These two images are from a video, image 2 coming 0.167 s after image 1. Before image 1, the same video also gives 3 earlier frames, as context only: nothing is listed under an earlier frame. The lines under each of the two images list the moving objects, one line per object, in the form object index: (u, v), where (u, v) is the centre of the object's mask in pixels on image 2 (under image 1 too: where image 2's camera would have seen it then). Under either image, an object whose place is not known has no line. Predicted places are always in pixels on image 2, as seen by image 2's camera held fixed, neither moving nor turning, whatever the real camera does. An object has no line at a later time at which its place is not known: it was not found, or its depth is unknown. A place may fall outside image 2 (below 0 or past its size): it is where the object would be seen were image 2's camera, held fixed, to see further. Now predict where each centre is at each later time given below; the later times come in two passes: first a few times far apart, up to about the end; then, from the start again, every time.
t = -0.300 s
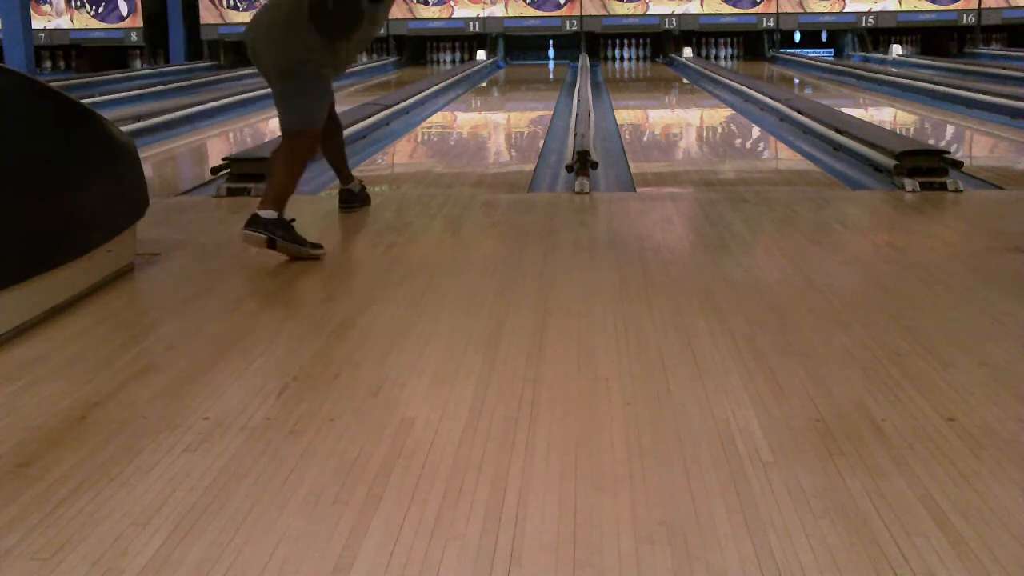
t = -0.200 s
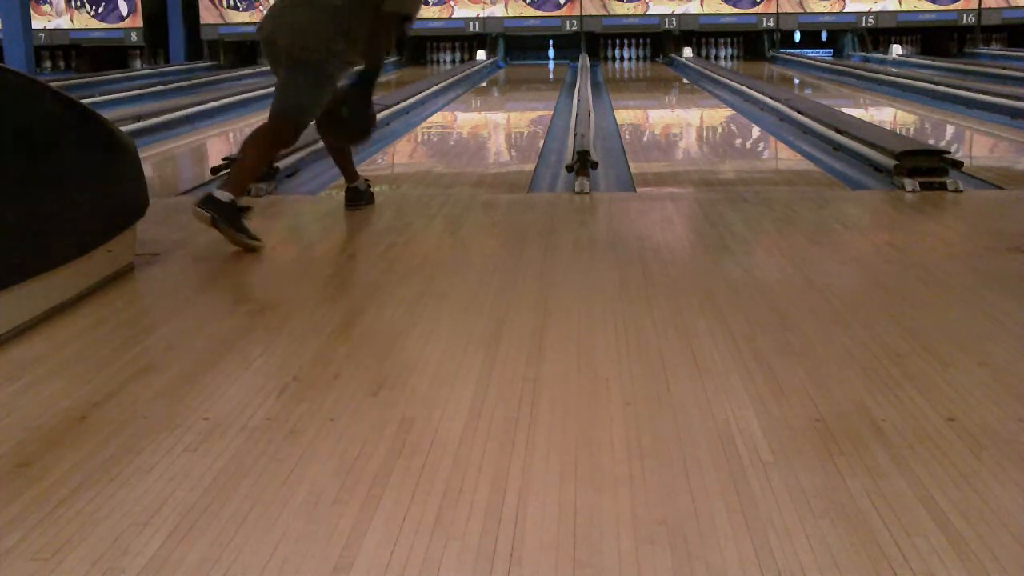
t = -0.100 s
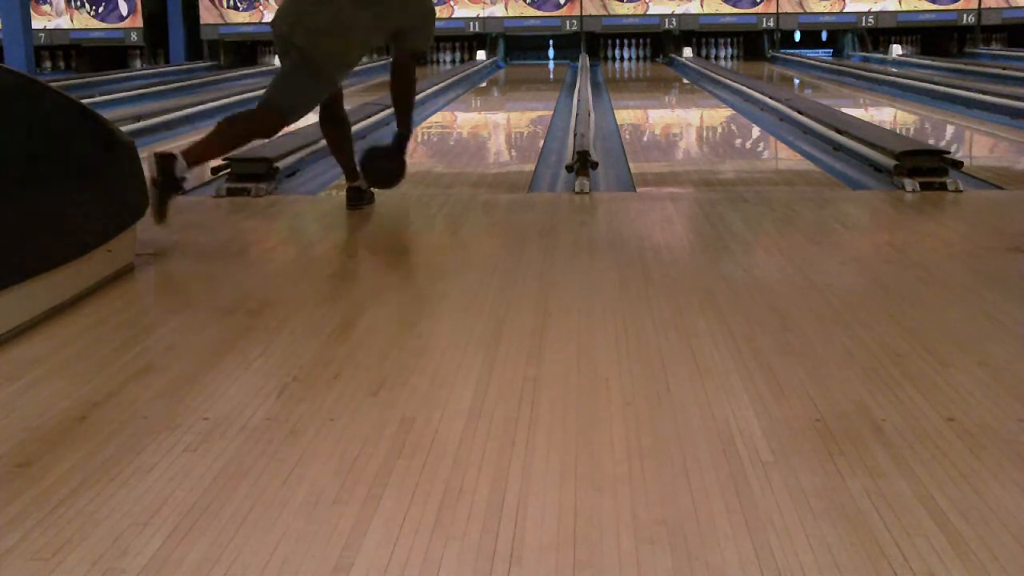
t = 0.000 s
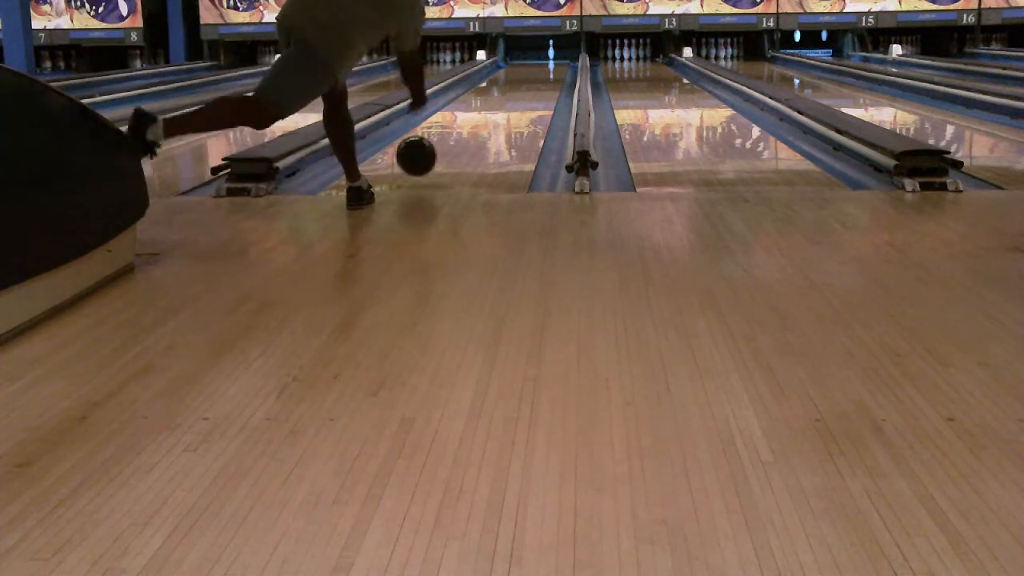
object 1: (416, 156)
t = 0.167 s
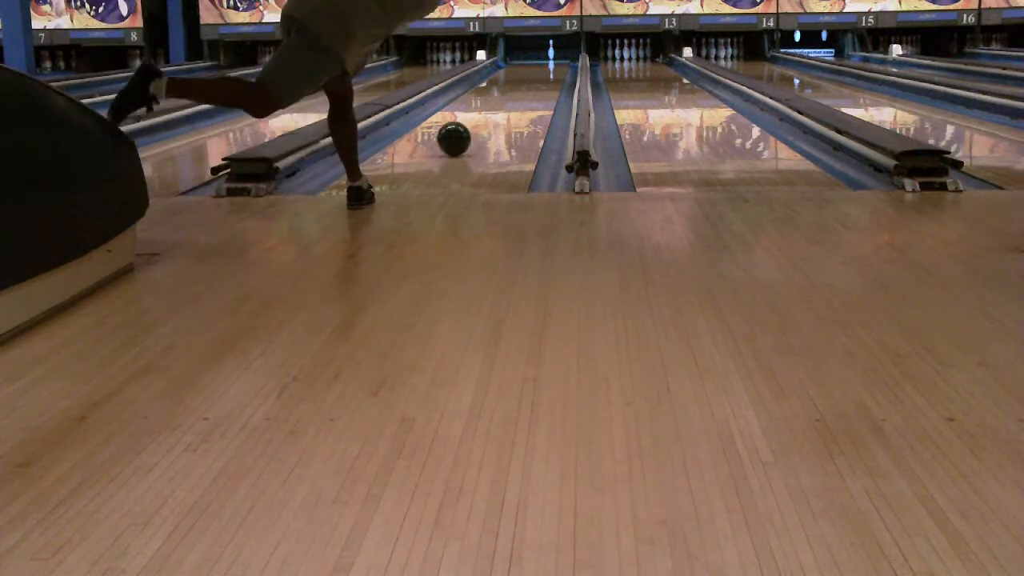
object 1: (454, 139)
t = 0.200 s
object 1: (459, 135)
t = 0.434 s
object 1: (492, 112)
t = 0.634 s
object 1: (511, 99)
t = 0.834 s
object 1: (525, 88)
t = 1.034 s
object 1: (536, 80)
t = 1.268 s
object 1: (545, 73)
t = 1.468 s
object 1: (550, 69)
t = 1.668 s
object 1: (554, 64)
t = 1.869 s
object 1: (555, 61)
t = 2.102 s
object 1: (553, 58)
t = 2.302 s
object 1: (550, 55)
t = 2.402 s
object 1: (553, 55)
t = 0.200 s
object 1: (459, 135)
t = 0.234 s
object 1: (465, 131)
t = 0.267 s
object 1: (470, 127)
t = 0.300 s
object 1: (475, 124)
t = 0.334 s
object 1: (480, 120)
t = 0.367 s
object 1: (484, 117)
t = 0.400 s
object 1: (488, 114)
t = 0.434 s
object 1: (492, 112)
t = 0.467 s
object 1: (496, 109)
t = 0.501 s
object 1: (499, 107)
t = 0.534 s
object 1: (502, 104)
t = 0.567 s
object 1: (505, 102)
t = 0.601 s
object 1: (508, 100)
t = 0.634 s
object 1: (511, 99)
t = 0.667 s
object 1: (513, 96)
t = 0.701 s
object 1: (516, 95)
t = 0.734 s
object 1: (519, 93)
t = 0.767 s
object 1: (521, 92)
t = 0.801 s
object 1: (523, 90)
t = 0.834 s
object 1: (525, 88)
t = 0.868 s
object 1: (527, 86)
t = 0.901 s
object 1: (529, 85)
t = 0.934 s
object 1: (530, 84)
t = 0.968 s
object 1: (532, 82)
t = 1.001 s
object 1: (534, 81)
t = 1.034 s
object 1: (536, 80)
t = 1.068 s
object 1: (537, 78)
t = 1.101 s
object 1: (538, 78)
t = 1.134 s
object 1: (540, 76)
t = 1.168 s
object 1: (541, 76)
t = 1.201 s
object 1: (543, 74)
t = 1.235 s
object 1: (544, 74)
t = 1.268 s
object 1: (545, 73)
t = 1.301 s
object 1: (546, 72)
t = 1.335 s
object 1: (547, 71)
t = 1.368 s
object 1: (548, 70)
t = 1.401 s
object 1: (549, 70)
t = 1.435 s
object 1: (550, 69)
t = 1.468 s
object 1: (550, 69)
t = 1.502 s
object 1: (551, 68)
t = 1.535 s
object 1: (552, 67)
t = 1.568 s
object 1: (552, 66)
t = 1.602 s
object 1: (553, 66)
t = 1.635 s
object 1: (553, 65)
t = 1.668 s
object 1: (554, 64)
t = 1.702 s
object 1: (553, 63)
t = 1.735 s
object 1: (554, 63)
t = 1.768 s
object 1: (554, 63)
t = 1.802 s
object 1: (554, 62)
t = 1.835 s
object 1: (555, 61)
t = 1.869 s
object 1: (555, 61)
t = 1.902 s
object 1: (555, 61)
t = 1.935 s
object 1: (555, 59)
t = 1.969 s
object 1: (555, 59)
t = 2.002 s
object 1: (554, 58)
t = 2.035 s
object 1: (553, 59)
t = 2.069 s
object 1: (553, 58)
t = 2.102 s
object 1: (553, 58)
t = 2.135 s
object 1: (553, 58)
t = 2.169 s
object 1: (552, 57)
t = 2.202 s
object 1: (552, 56)
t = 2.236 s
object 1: (552, 56)
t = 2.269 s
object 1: (551, 55)
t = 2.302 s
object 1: (550, 55)
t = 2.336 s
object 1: (549, 54)
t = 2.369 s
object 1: (551, 53)
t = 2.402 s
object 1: (553, 55)
